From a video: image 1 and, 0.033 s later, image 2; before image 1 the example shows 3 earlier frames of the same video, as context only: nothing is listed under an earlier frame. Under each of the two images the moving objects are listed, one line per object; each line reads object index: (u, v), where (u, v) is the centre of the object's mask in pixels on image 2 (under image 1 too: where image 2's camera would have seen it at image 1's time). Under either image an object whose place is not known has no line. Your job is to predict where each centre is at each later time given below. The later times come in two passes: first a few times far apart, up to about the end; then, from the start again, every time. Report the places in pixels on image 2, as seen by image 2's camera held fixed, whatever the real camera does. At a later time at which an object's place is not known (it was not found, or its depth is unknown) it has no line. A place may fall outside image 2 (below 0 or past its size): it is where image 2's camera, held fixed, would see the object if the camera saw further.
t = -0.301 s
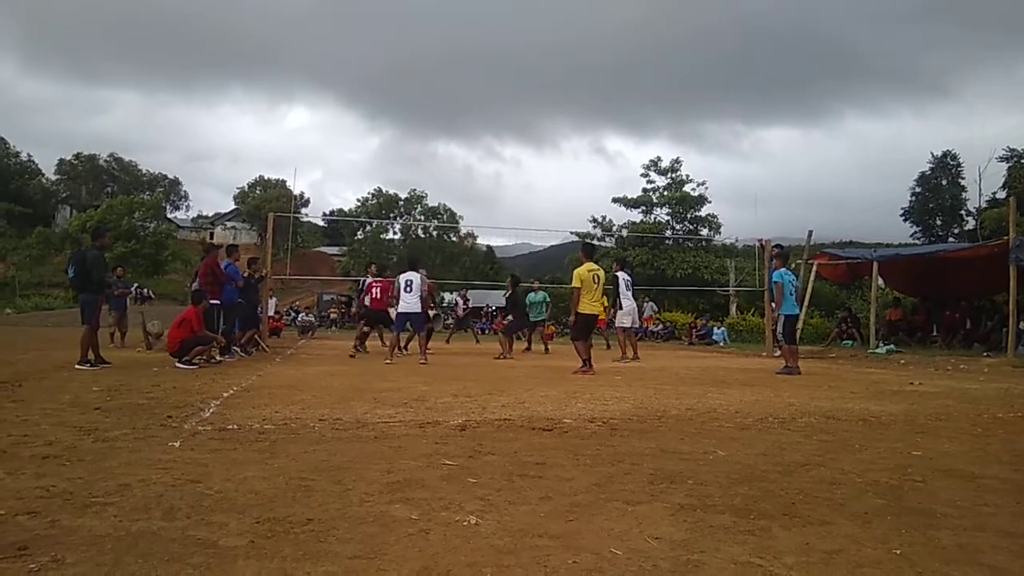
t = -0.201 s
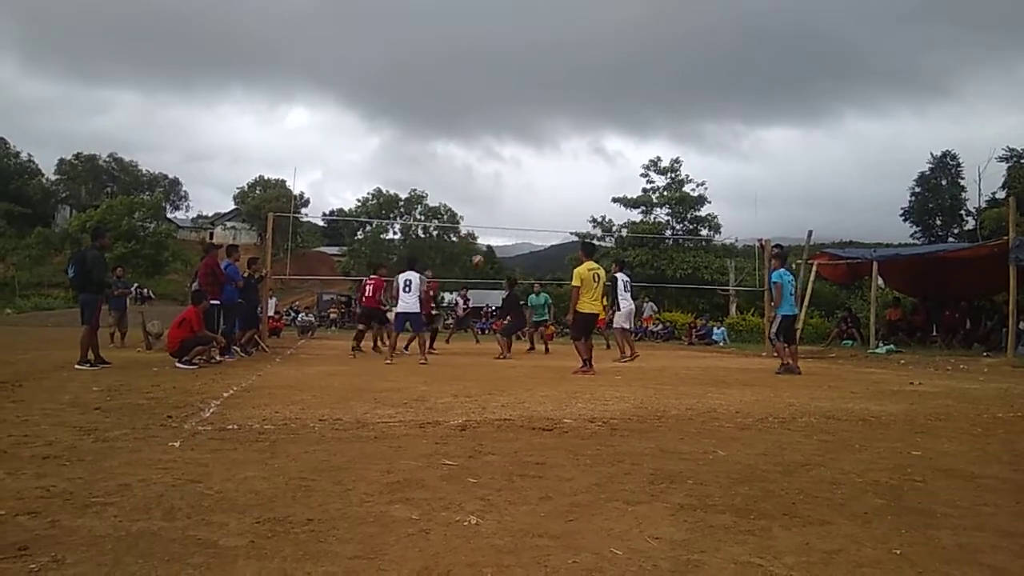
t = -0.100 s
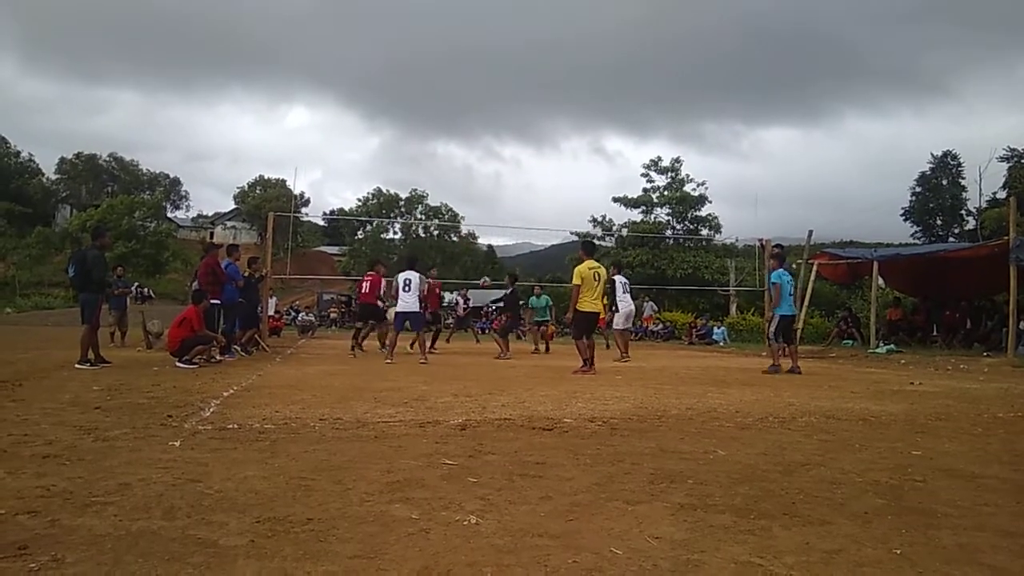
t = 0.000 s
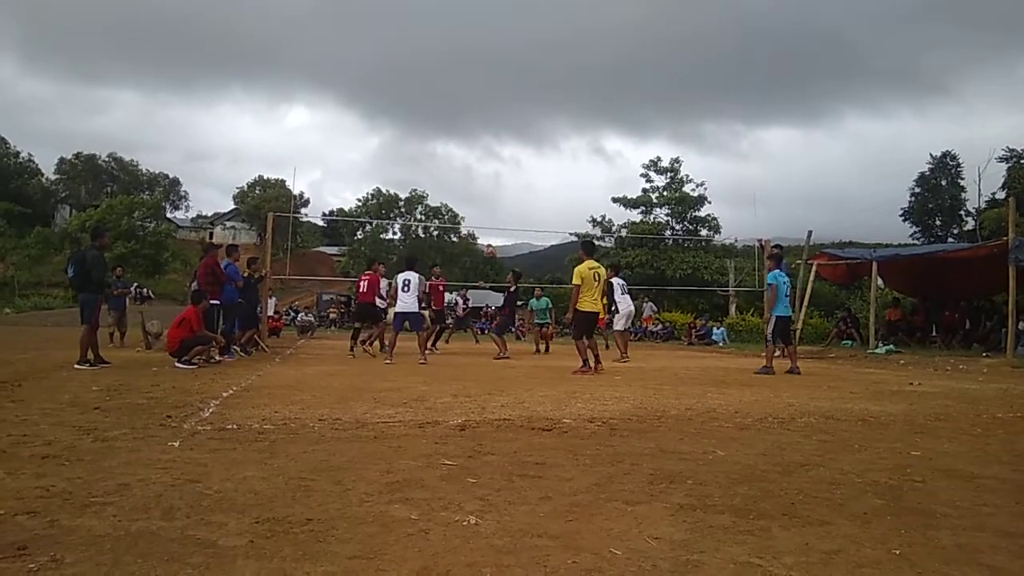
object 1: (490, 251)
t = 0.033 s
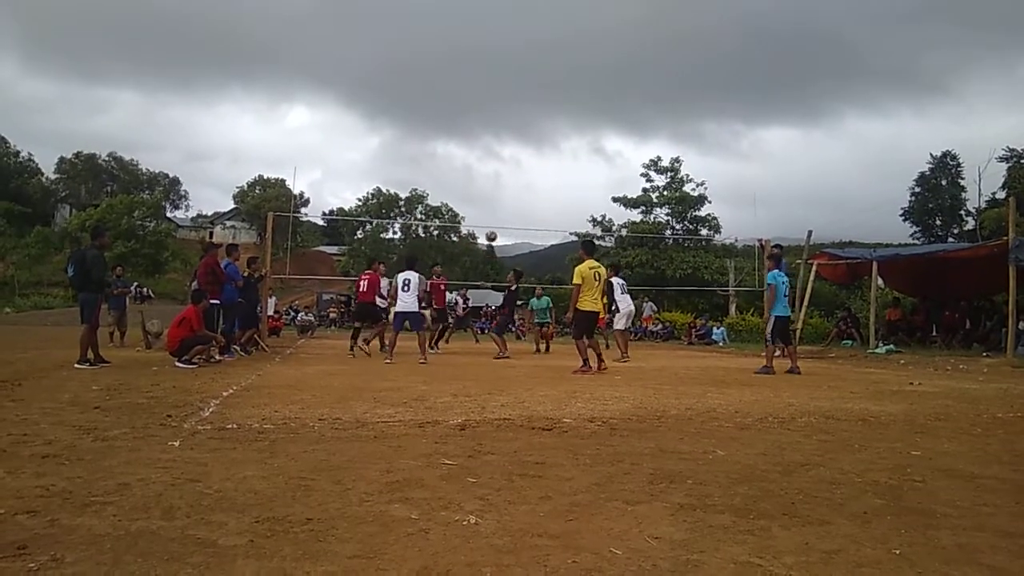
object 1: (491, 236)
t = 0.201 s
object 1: (496, 163)
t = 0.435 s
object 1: (504, 82)
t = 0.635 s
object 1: (511, 34)
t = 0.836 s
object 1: (515, 9)
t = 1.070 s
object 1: (520, 15)
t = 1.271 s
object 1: (522, 52)
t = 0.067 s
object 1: (492, 221)
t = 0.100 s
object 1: (493, 205)
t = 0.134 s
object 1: (494, 191)
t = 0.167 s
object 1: (495, 177)
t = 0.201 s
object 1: (496, 163)
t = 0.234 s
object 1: (497, 150)
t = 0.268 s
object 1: (498, 137)
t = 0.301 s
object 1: (499, 126)
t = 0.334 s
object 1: (501, 113)
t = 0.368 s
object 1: (502, 102)
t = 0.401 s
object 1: (503, 92)
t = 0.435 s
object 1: (504, 82)
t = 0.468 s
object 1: (505, 73)
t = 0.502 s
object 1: (506, 64)
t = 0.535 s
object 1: (507, 56)
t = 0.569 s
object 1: (508, 48)
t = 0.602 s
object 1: (509, 41)
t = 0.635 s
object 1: (511, 34)
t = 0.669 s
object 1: (511, 29)
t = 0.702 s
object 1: (512, 24)
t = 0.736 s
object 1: (513, 19)
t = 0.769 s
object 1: (514, 16)
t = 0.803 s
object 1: (514, 13)
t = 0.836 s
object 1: (515, 9)
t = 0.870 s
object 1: (516, 8)
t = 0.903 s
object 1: (517, 7)
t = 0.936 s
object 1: (517, 7)
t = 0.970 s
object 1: (518, 7)
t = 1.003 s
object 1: (519, 8)
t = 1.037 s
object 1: (520, 12)
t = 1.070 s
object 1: (520, 15)
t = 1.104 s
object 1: (520, 19)
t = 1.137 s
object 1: (520, 23)
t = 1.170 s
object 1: (521, 30)
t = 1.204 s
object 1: (521, 36)
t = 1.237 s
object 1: (521, 44)
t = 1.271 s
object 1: (522, 52)
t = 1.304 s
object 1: (521, 61)
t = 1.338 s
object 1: (522, 71)
